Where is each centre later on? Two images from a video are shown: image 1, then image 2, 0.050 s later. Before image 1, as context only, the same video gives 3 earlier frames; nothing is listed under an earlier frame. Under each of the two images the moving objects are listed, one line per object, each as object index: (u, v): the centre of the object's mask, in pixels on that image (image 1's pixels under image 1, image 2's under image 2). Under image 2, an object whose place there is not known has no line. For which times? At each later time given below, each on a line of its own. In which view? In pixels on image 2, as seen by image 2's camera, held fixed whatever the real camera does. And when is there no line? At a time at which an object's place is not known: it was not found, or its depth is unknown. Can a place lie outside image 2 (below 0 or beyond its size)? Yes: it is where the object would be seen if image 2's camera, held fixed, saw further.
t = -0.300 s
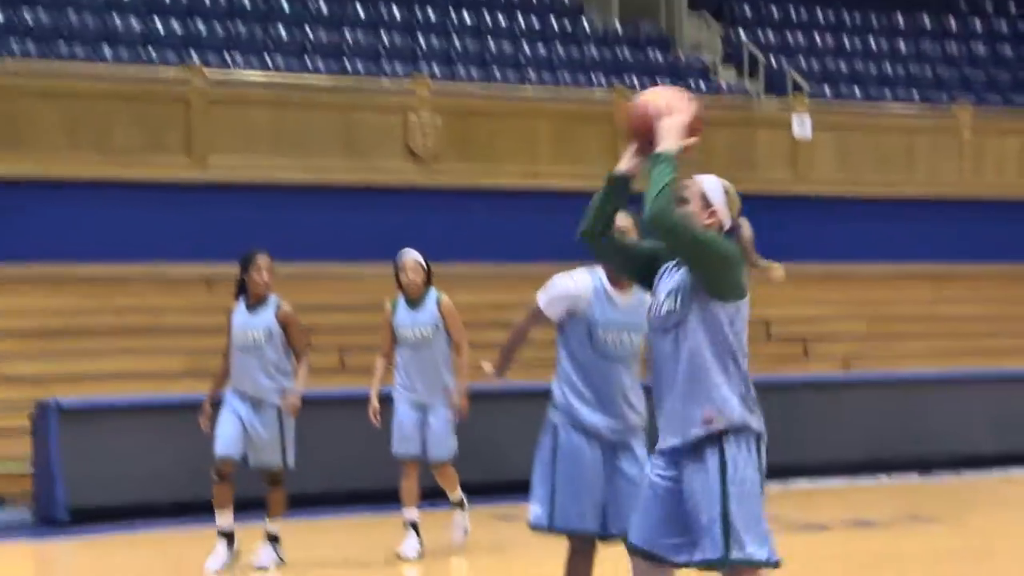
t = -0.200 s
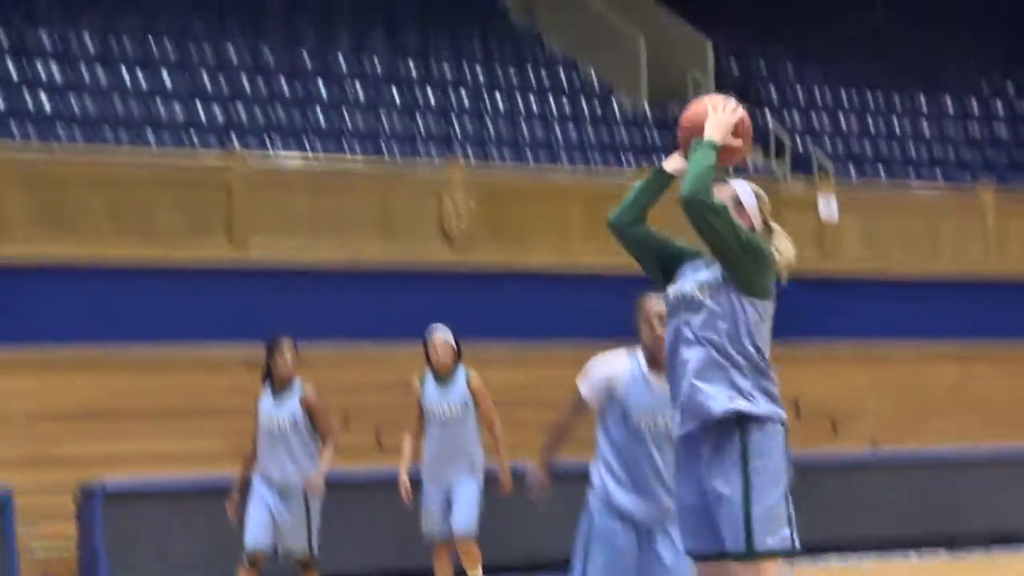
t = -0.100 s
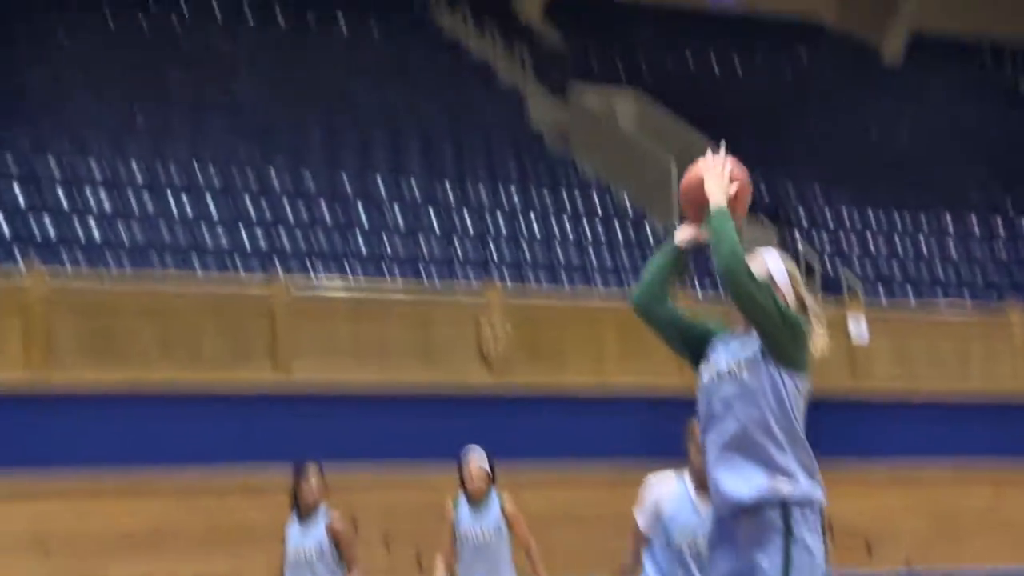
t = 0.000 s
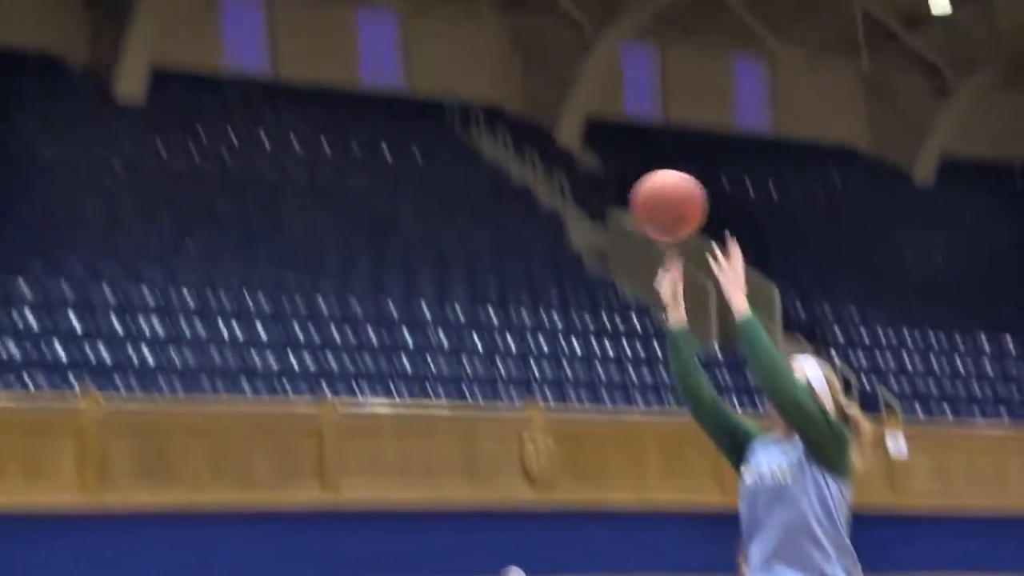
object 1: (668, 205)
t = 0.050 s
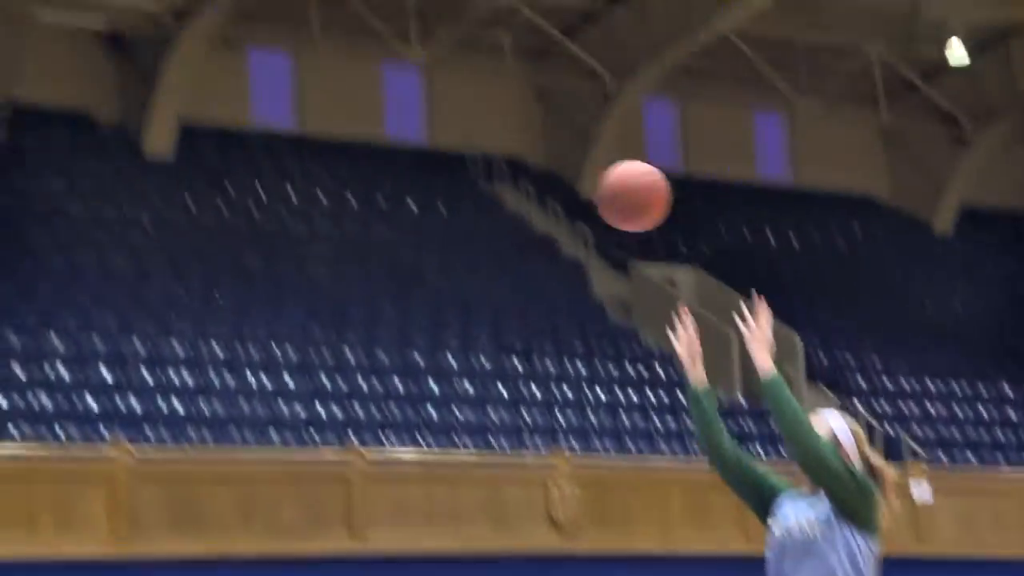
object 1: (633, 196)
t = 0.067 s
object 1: (613, 178)
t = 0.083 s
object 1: (594, 161)
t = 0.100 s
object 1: (573, 143)
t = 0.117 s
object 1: (555, 126)
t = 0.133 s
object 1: (536, 110)
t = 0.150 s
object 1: (517, 97)
